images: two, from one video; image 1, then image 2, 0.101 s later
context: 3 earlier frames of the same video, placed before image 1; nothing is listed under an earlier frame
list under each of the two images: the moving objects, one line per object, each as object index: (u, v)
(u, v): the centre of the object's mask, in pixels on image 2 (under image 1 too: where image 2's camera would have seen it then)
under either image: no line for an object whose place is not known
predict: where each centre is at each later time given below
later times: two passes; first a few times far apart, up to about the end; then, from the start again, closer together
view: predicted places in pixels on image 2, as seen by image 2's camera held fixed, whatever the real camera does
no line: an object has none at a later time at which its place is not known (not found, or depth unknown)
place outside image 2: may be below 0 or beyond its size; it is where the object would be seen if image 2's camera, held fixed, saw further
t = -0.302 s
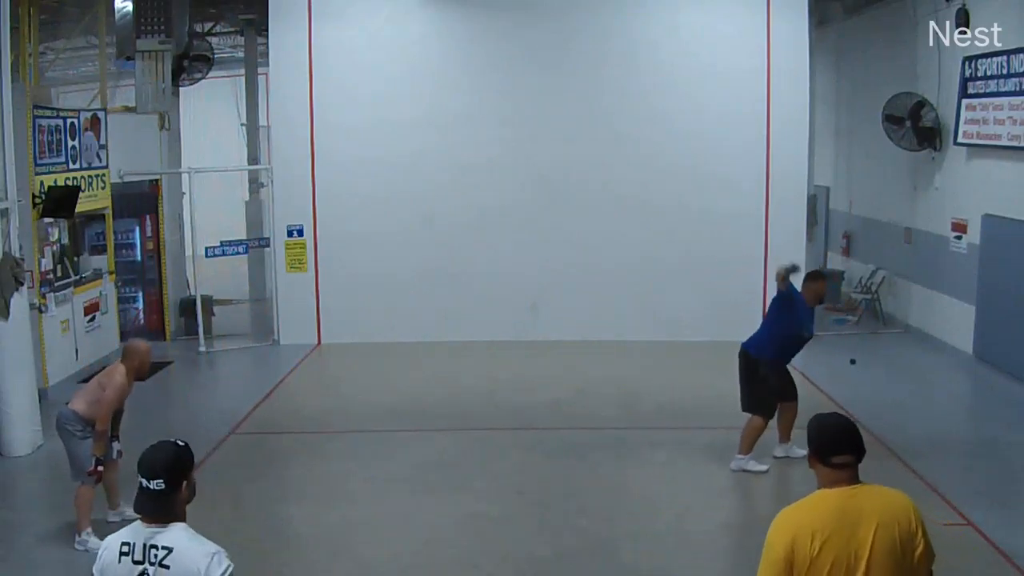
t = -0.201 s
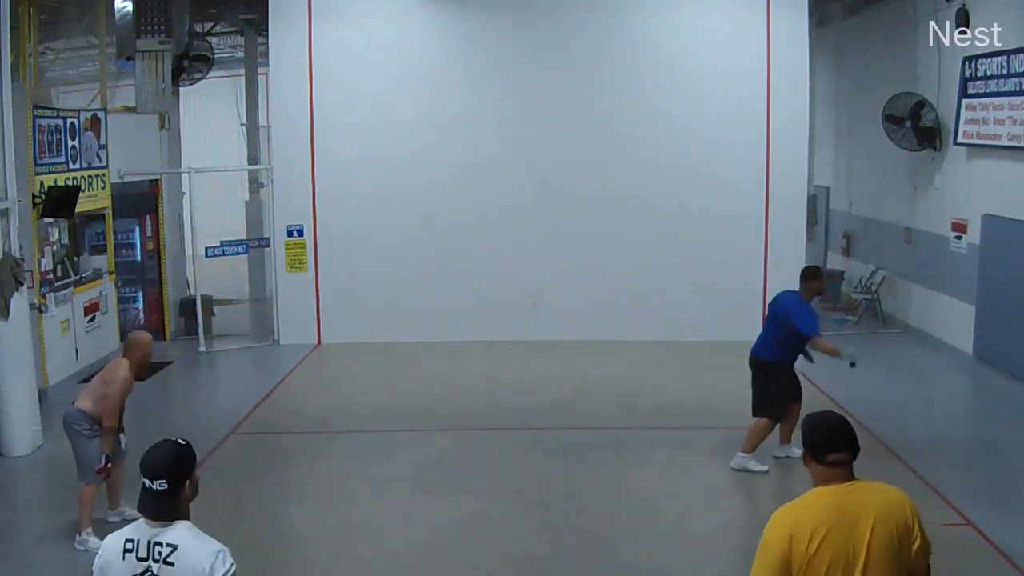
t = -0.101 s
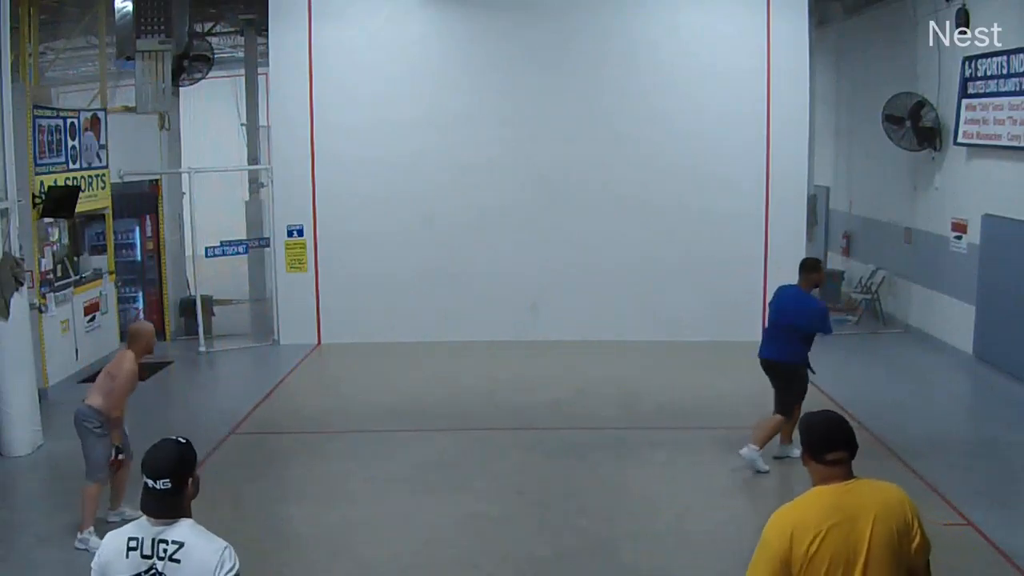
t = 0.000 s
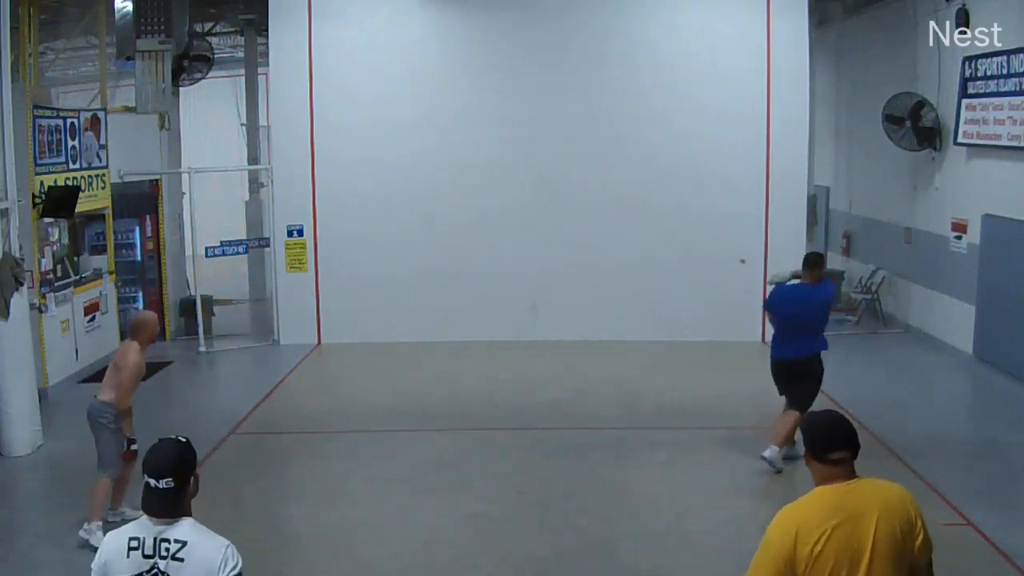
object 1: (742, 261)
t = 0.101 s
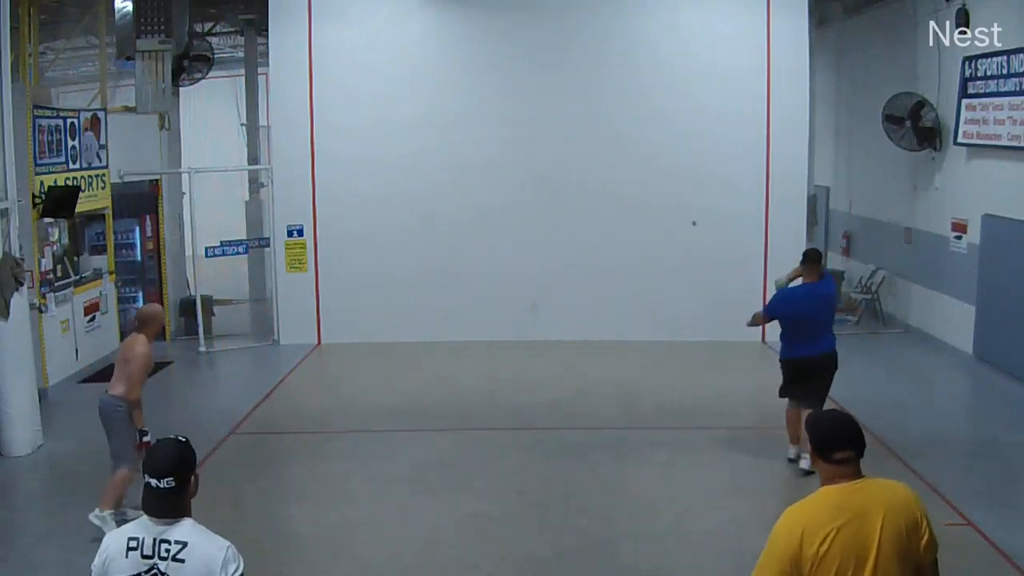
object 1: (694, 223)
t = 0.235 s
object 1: (679, 211)
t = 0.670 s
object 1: (683, 334)
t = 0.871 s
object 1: (679, 550)
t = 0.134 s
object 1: (681, 215)
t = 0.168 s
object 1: (678, 212)
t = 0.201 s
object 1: (679, 211)
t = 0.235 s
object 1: (679, 211)
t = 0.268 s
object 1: (680, 212)
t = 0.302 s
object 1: (680, 214)
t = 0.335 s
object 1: (681, 217)
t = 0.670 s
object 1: (683, 334)
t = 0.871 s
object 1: (679, 550)
